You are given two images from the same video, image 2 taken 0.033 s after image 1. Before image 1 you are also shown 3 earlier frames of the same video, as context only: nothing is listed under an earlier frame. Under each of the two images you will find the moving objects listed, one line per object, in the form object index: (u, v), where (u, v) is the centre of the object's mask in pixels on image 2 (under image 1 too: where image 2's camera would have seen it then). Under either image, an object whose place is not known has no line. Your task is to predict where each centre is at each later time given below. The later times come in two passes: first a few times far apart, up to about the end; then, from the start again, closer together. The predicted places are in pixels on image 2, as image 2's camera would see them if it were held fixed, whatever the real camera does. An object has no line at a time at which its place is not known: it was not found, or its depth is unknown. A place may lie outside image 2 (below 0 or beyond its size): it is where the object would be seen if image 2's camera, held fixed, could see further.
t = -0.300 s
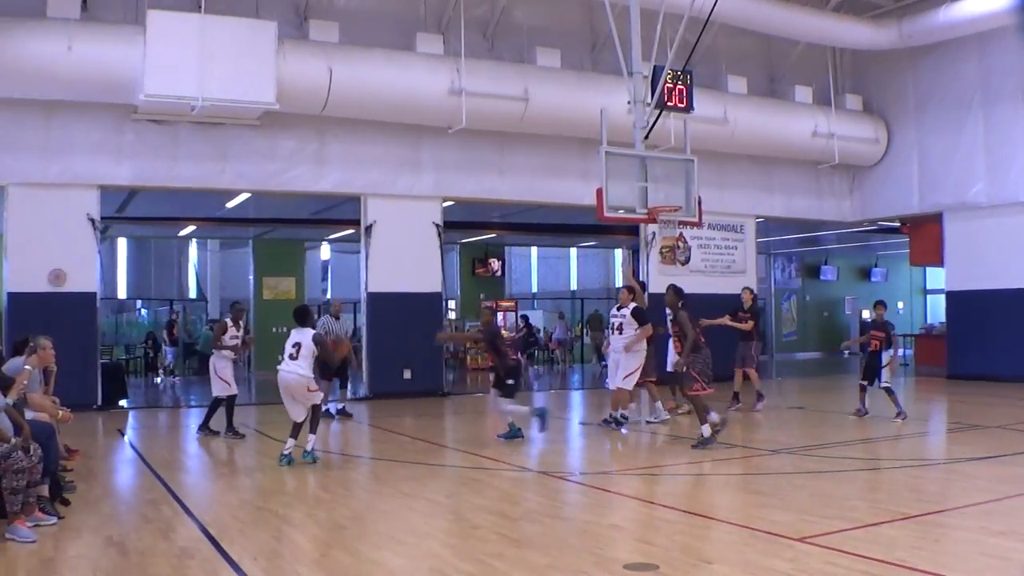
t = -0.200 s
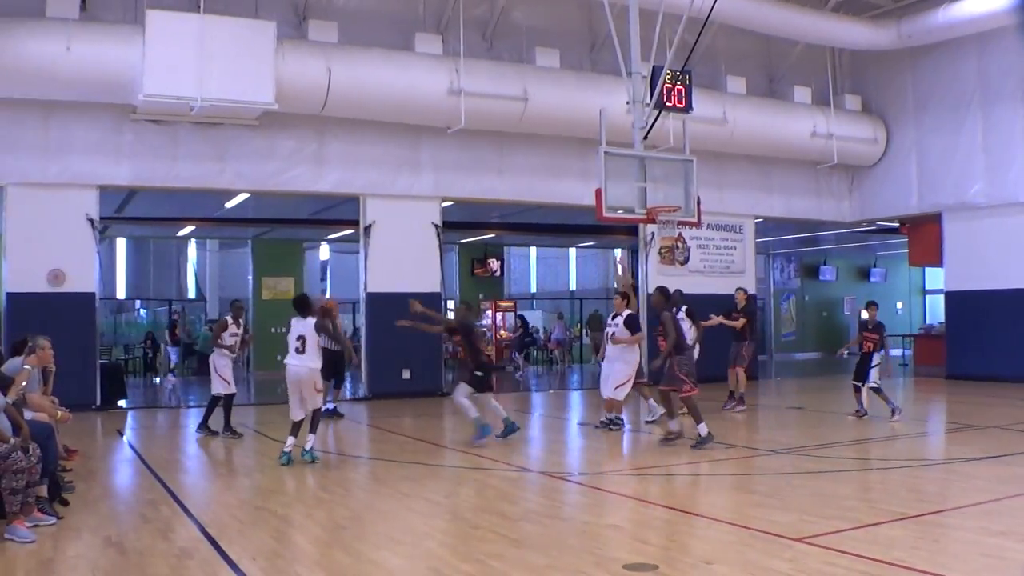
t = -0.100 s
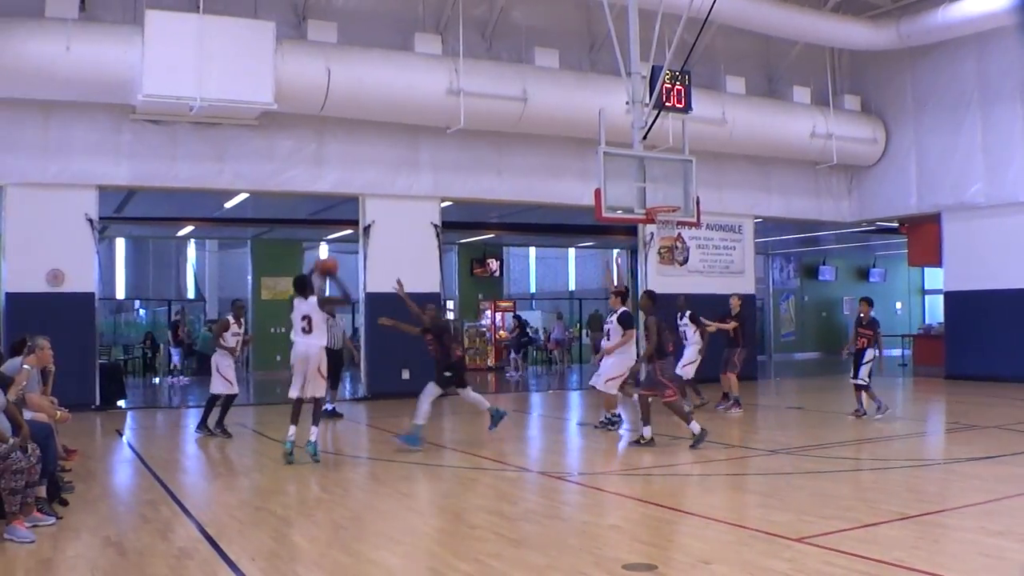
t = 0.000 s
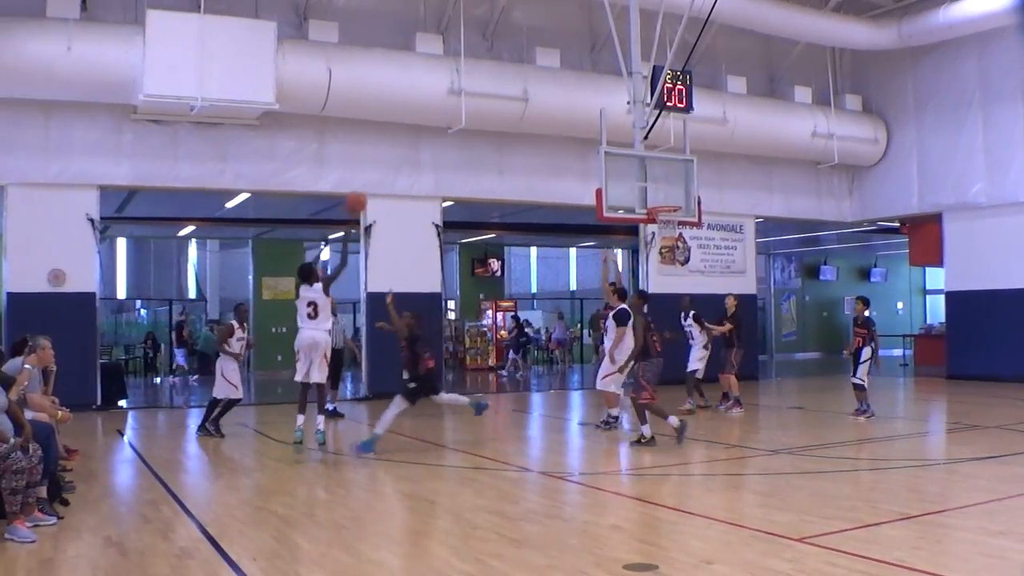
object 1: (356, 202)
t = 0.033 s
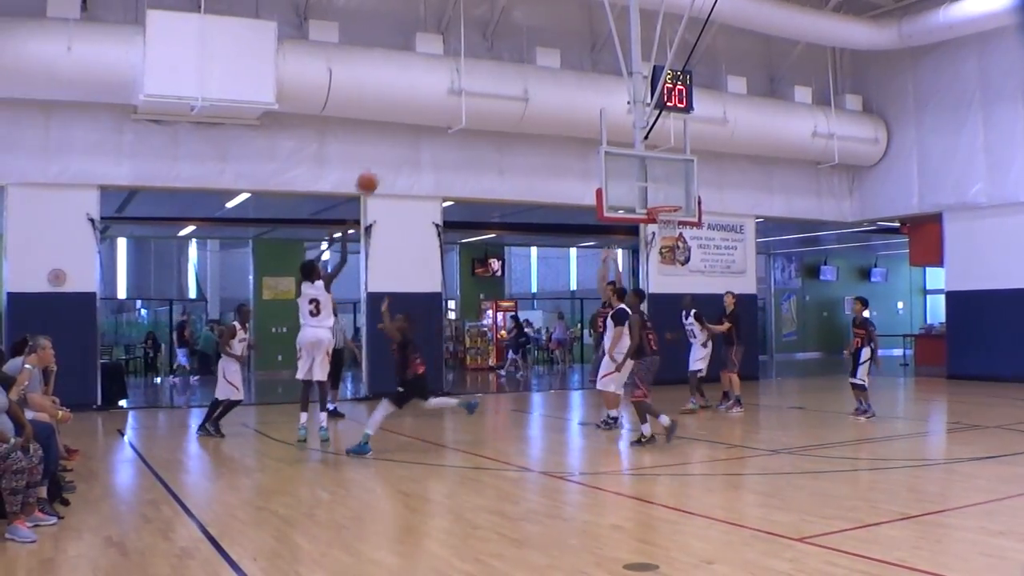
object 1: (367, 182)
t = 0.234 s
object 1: (432, 97)
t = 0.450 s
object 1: (492, 53)
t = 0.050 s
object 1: (373, 174)
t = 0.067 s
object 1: (379, 165)
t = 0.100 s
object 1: (390, 149)
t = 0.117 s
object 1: (395, 142)
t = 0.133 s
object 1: (400, 136)
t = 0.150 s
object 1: (407, 127)
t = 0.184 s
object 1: (417, 114)
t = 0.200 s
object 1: (422, 108)
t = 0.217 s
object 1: (427, 103)
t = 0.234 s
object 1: (432, 97)
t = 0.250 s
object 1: (437, 92)
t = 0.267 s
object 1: (442, 87)
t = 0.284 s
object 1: (447, 83)
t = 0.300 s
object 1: (451, 79)
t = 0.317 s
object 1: (457, 74)
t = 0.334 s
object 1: (461, 71)
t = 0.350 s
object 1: (466, 68)
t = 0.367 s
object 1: (471, 65)
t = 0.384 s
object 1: (475, 63)
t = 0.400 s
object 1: (479, 60)
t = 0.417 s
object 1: (483, 58)
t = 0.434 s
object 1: (487, 56)
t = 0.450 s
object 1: (492, 53)
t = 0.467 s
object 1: (496, 52)
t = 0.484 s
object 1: (500, 50)
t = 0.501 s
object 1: (504, 48)
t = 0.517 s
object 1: (509, 48)
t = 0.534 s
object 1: (513, 47)
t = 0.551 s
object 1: (517, 46)
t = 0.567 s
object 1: (521, 46)
